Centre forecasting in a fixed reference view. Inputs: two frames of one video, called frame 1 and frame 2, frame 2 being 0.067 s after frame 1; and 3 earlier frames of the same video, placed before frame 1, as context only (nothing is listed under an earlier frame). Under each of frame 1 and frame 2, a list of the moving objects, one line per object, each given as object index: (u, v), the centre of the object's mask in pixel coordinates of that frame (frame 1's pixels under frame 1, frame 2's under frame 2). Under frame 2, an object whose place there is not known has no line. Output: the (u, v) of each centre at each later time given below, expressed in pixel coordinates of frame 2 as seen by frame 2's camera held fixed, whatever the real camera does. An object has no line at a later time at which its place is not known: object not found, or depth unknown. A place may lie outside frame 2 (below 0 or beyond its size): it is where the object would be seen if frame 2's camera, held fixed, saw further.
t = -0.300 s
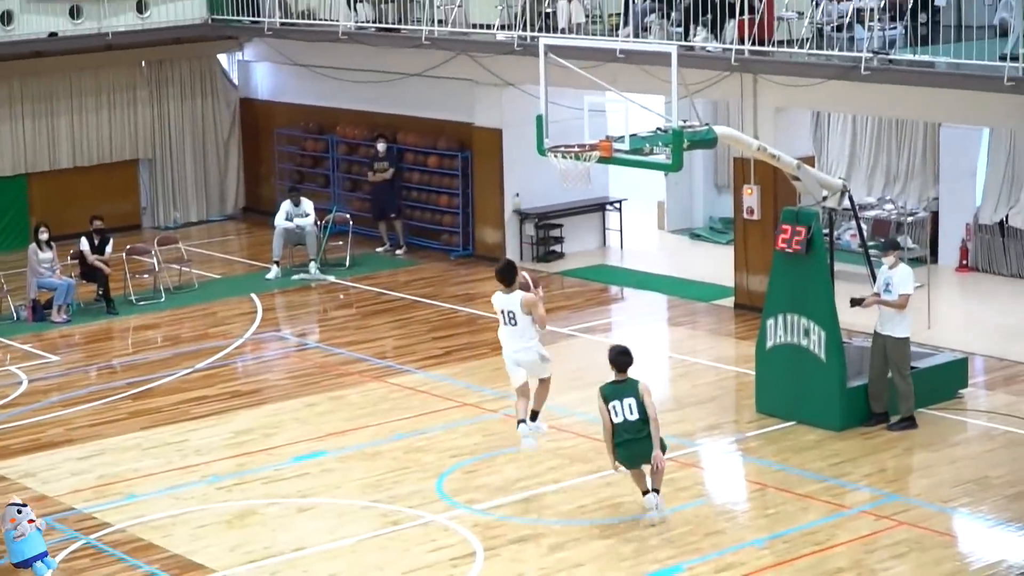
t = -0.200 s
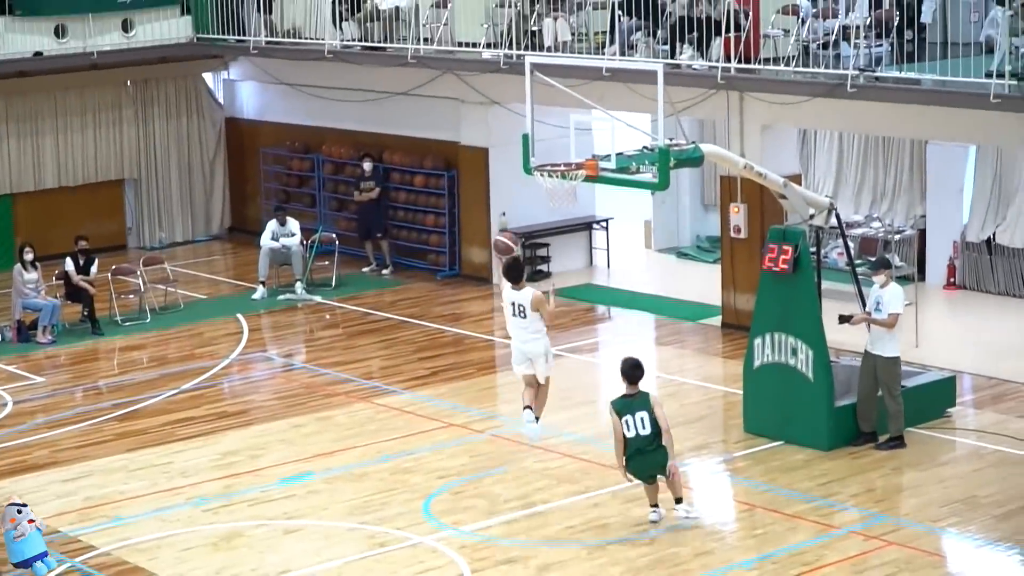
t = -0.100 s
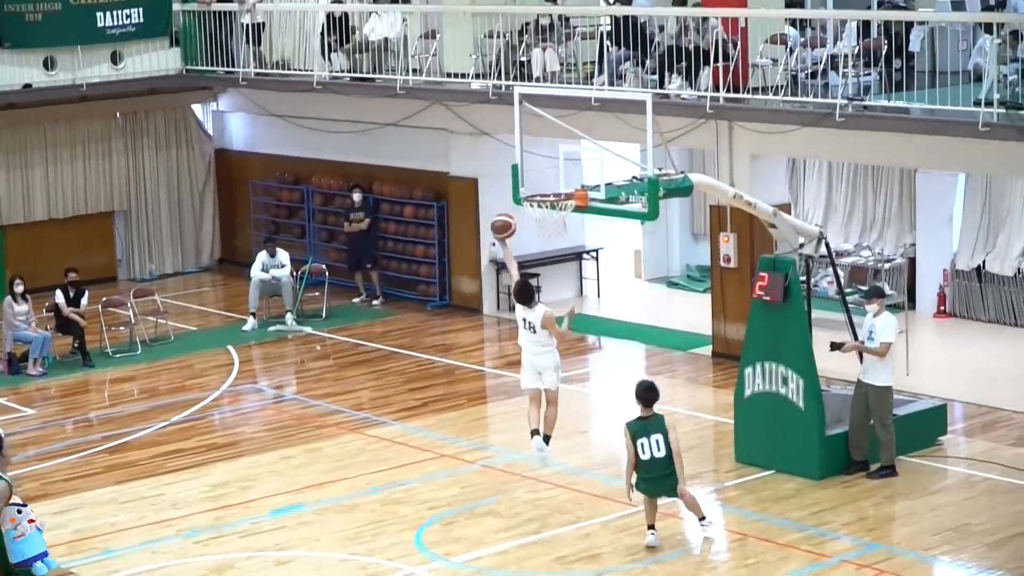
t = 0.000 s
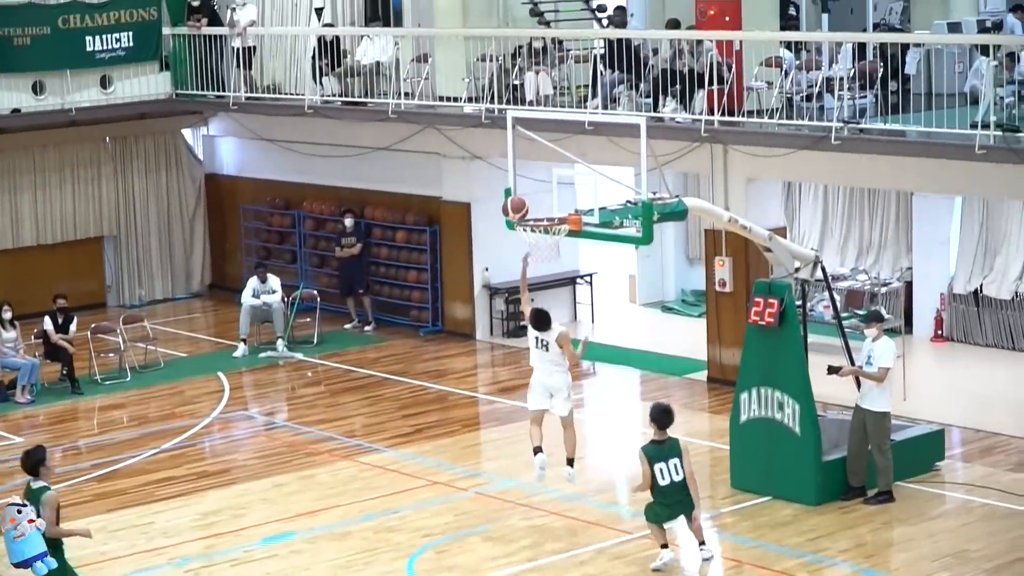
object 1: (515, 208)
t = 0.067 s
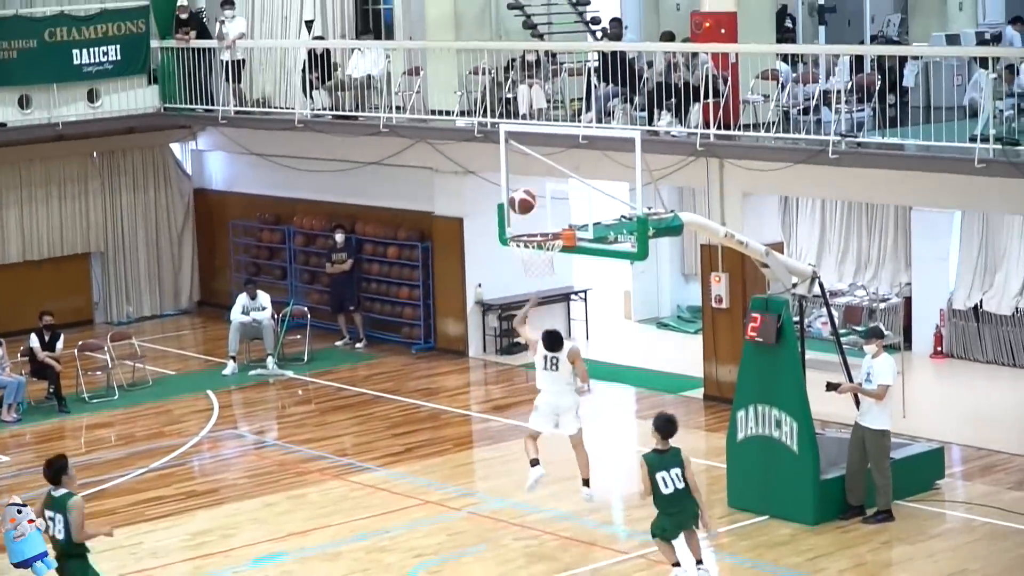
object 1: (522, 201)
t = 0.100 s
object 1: (527, 191)
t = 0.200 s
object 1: (522, 180)
